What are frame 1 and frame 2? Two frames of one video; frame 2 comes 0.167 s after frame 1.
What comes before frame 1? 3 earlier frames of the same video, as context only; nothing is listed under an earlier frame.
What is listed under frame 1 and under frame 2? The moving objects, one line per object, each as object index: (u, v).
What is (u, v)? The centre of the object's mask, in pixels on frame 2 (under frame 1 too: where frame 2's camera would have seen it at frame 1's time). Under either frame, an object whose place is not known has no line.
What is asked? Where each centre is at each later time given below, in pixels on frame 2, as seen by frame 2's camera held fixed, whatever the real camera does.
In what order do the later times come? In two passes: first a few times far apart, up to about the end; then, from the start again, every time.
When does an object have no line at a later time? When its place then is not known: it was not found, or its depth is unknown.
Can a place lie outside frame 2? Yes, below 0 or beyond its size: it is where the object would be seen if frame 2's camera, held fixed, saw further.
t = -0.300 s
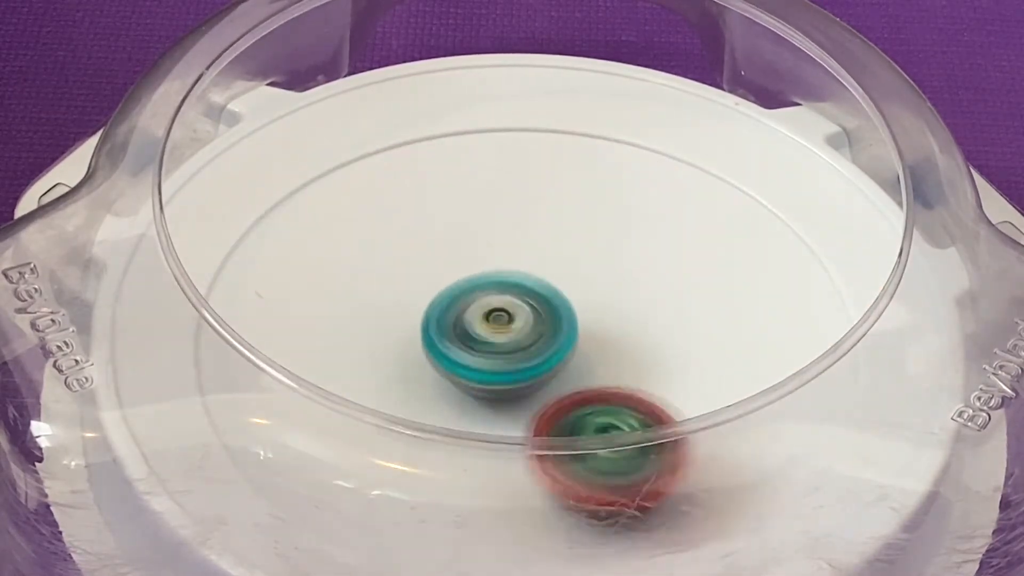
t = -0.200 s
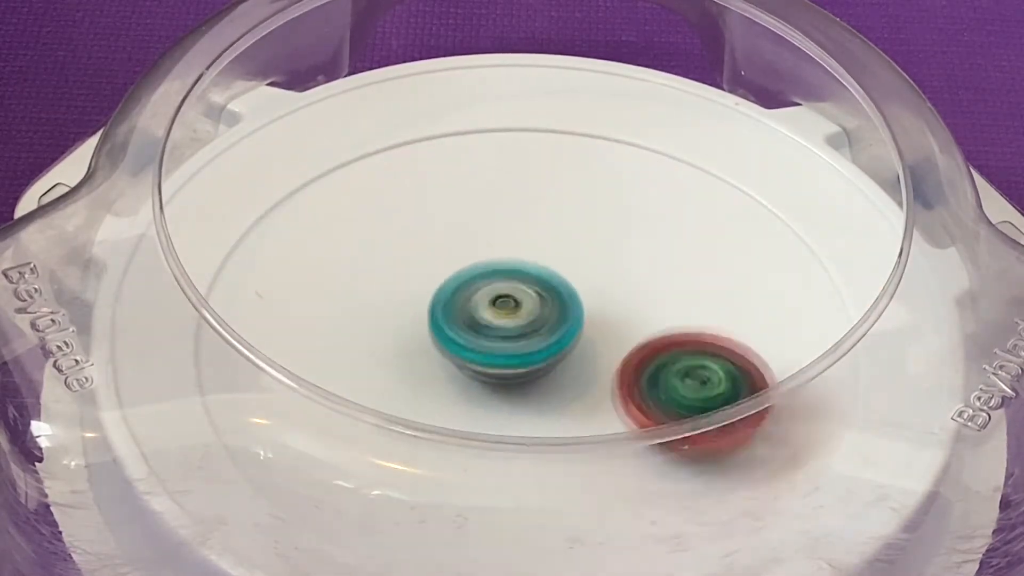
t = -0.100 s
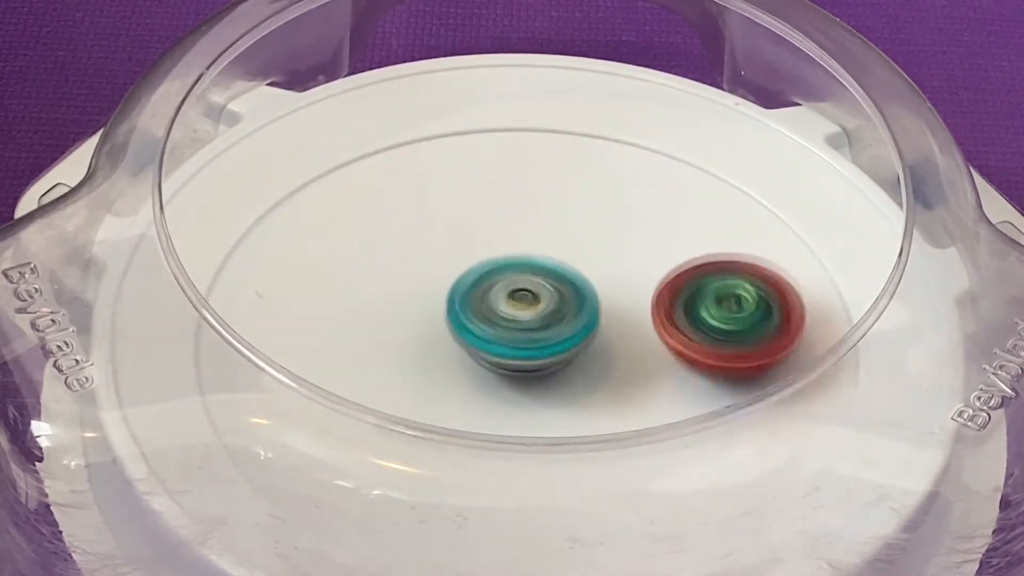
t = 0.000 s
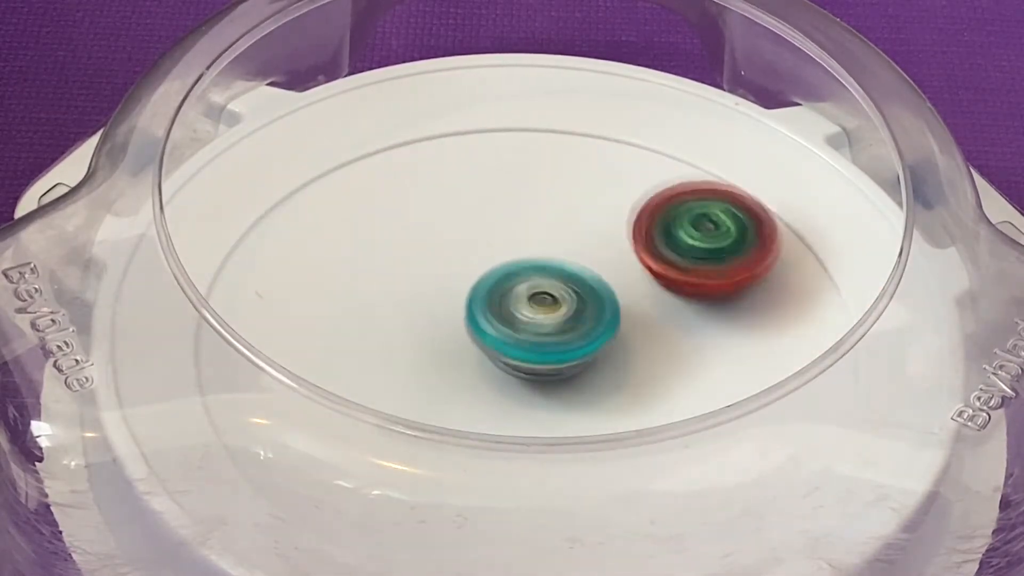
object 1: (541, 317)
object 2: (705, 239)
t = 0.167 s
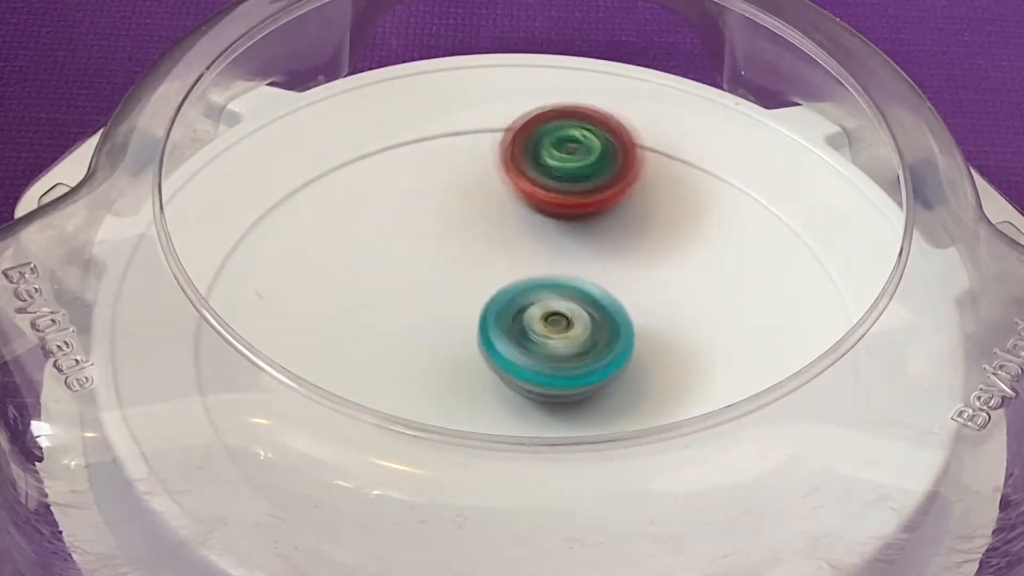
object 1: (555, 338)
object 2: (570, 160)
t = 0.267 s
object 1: (546, 349)
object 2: (466, 160)
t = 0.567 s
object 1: (504, 338)
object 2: (341, 343)
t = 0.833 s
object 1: (530, 322)
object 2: (585, 468)
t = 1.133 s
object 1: (535, 343)
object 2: (758, 297)
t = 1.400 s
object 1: (508, 336)
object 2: (544, 192)
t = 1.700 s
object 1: (528, 324)
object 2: (320, 315)
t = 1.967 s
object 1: (535, 341)
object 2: (459, 473)
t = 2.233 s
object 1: (516, 335)
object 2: (694, 375)
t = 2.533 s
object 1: (529, 329)
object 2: (602, 201)
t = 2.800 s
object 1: (523, 340)
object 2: (368, 211)
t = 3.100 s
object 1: (525, 331)
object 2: (383, 403)
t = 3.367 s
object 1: (525, 337)
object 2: (647, 428)
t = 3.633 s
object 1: (529, 331)
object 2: (725, 270)
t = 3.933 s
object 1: (526, 334)
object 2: (491, 196)
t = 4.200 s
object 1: (526, 336)
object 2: (343, 325)
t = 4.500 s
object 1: (526, 336)
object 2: (518, 463)
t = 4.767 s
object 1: (527, 336)
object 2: (702, 361)
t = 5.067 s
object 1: (529, 334)
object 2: (582, 210)
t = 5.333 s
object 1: (528, 332)
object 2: (370, 236)
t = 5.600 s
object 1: (525, 334)
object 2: (377, 387)
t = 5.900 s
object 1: (525, 335)
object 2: (635, 419)
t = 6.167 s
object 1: (528, 335)
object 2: (703, 278)
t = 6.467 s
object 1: (527, 334)
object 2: (497, 207)
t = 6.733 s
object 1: (526, 334)
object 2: (359, 318)
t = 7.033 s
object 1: (527, 332)
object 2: (507, 454)
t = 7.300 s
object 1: (528, 334)
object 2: (682, 367)
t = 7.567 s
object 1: (527, 334)
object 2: (619, 236)
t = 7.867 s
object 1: (526, 335)
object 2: (403, 237)
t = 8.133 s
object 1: (528, 334)
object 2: (385, 365)
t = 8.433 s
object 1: (529, 327)
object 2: (597, 436)
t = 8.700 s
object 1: (521, 326)
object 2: (693, 326)
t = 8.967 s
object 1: (488, 335)
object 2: (623, 205)
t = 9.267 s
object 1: (504, 358)
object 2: (440, 238)
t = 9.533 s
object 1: (544, 376)
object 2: (353, 317)
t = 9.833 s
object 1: (603, 362)
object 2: (434, 364)
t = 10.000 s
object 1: (630, 351)
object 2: (423, 325)
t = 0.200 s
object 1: (553, 342)
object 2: (536, 156)
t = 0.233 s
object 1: (550, 346)
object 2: (502, 156)
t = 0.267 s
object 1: (546, 349)
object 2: (466, 160)
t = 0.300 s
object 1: (540, 351)
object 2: (435, 169)
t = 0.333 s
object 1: (534, 352)
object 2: (404, 182)
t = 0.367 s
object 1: (528, 352)
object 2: (378, 200)
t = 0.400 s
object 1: (522, 352)
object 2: (356, 220)
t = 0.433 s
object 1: (517, 351)
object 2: (339, 243)
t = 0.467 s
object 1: (512, 348)
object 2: (329, 269)
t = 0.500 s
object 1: (508, 345)
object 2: (325, 295)
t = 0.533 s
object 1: (506, 342)
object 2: (328, 322)
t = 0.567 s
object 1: (504, 338)
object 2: (341, 343)
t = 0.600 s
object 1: (504, 334)
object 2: (361, 361)
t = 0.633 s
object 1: (506, 331)
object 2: (375, 394)
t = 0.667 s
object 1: (508, 327)
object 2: (402, 417)
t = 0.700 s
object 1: (511, 325)
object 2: (432, 442)
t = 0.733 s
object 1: (515, 323)
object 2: (470, 452)
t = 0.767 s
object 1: (520, 322)
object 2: (505, 462)
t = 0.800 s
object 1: (525, 321)
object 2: (546, 467)
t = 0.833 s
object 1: (530, 322)
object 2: (585, 468)
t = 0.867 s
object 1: (534, 322)
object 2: (625, 463)
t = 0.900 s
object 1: (538, 325)
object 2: (659, 450)
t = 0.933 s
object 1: (542, 327)
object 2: (692, 435)
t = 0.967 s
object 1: (544, 330)
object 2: (716, 412)
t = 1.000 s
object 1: (544, 333)
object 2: (738, 391)
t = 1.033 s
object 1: (544, 336)
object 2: (749, 366)
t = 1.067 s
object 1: (542, 339)
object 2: (755, 339)
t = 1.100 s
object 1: (539, 341)
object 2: (762, 321)
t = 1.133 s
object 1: (535, 343)
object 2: (758, 297)
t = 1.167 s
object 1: (531, 344)
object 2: (746, 274)
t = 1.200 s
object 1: (527, 345)
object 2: (729, 253)
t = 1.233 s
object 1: (523, 345)
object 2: (704, 235)
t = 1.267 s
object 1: (518, 344)
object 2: (677, 219)
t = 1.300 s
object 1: (514, 343)
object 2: (646, 207)
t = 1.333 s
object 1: (511, 341)
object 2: (613, 199)
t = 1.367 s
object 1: (509, 339)
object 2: (578, 194)
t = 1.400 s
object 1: (508, 336)
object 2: (544, 192)
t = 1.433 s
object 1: (508, 334)
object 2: (508, 194)
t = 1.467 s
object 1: (508, 331)
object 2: (474, 199)
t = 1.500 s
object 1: (509, 328)
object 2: (441, 207)
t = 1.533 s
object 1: (511, 326)
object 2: (412, 219)
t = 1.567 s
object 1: (514, 325)
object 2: (384, 234)
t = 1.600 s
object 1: (518, 324)
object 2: (361, 251)
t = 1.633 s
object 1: (521, 324)
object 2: (342, 270)
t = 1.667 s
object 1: (525, 323)
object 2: (328, 291)
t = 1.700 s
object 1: (528, 324)
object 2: (320, 315)
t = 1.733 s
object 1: (532, 325)
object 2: (322, 332)
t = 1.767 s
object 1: (535, 328)
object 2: (324, 359)
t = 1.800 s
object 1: (537, 330)
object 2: (333, 381)
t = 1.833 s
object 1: (538, 332)
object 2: (350, 401)
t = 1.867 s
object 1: (538, 334)
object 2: (368, 430)
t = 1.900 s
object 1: (538, 337)
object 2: (394, 447)
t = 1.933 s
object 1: (537, 339)
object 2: (426, 462)
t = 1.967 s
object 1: (535, 341)
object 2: (459, 473)
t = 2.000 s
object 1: (533, 342)
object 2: (498, 490)
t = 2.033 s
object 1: (530, 343)
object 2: (535, 480)
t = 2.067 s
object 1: (526, 343)
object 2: (572, 472)
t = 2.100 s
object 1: (524, 342)
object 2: (609, 466)
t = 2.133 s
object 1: (521, 341)
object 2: (639, 450)
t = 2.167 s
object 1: (518, 339)
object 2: (664, 428)
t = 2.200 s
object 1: (517, 337)
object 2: (684, 408)
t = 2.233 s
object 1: (516, 335)
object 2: (694, 375)
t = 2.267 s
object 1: (515, 333)
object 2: (707, 359)
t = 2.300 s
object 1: (516, 331)
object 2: (715, 342)
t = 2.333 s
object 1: (517, 329)
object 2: (714, 318)
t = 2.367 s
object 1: (518, 328)
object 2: (706, 294)
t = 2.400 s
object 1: (520, 327)
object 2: (694, 271)
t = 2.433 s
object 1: (523, 327)
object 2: (676, 250)
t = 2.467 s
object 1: (525, 327)
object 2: (655, 230)
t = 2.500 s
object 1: (528, 328)
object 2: (630, 214)
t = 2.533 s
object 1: (529, 329)
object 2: (602, 201)
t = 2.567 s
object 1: (531, 330)
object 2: (575, 191)
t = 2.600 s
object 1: (531, 332)
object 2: (543, 184)
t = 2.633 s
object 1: (531, 334)
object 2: (512, 178)
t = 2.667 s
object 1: (530, 336)
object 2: (481, 178)
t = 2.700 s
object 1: (529, 338)
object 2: (449, 181)
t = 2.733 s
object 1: (527, 339)
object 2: (421, 188)
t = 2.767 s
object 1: (525, 340)
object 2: (392, 198)
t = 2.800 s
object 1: (523, 340)
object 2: (368, 211)
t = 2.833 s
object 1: (522, 339)
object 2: (347, 228)
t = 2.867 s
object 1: (520, 338)
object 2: (331, 247)
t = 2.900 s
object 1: (520, 337)
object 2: (322, 269)
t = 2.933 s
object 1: (519, 336)
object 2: (317, 292)
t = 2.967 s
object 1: (519, 335)
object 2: (318, 315)
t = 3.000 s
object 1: (520, 333)
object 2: (330, 334)
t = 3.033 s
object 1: (521, 332)
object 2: (345, 351)
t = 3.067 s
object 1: (523, 331)
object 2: (359, 379)
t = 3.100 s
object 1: (525, 331)
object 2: (383, 403)
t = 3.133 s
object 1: (527, 331)
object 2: (409, 419)
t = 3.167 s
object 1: (529, 331)
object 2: (441, 429)
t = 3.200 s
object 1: (531, 331)
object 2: (474, 450)
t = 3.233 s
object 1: (531, 331)
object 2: (513, 455)
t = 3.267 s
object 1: (530, 332)
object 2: (548, 455)
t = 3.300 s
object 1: (529, 334)
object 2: (582, 449)
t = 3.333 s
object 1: (527, 336)
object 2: (613, 434)
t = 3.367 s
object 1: (525, 337)
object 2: (647, 428)
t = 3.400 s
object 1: (524, 336)
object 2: (672, 413)
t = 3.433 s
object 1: (524, 334)
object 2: (695, 394)
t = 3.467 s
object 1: (524, 333)
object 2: (709, 366)
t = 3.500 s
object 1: (525, 332)
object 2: (723, 353)
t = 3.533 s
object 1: (526, 331)
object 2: (736, 336)
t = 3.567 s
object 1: (527, 331)
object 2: (739, 314)
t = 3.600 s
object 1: (528, 331)
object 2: (735, 292)
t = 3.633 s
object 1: (529, 331)
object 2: (725, 270)
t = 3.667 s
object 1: (530, 332)
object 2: (712, 251)
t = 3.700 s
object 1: (530, 333)
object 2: (692, 234)
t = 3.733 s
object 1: (529, 335)
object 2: (668, 218)
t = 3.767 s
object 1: (527, 336)
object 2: (645, 208)
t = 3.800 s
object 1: (526, 336)
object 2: (614, 199)
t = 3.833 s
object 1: (525, 336)
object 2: (584, 193)
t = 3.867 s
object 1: (524, 335)
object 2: (555, 192)
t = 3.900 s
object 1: (525, 334)
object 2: (521, 193)
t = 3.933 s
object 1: (526, 334)
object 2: (491, 196)
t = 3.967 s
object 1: (527, 333)
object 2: (463, 205)
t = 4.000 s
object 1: (528, 333)
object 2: (434, 215)
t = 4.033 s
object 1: (529, 334)
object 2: (410, 227)
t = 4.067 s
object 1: (529, 335)
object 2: (389, 244)
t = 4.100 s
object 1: (529, 336)
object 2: (370, 262)
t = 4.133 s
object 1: (528, 336)
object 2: (356, 281)
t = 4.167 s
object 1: (527, 336)
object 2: (348, 302)
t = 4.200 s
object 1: (526, 336)
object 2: (343, 325)
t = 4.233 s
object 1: (525, 335)
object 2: (346, 341)
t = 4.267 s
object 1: (526, 334)
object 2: (358, 357)
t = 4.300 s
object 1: (527, 334)
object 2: (365, 384)
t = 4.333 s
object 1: (528, 334)
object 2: (380, 406)
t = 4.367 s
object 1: (529, 334)
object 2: (400, 418)
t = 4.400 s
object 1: (529, 335)
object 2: (426, 440)
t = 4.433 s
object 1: (528, 335)
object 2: (453, 452)
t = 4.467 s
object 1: (527, 335)
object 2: (486, 459)
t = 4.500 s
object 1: (526, 336)
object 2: (518, 463)
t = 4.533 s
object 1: (525, 335)
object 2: (552, 464)
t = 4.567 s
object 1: (525, 334)
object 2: (583, 460)
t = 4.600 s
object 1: (526, 333)
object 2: (613, 453)
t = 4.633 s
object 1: (527, 333)
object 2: (642, 440)
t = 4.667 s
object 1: (528, 333)
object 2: (663, 426)
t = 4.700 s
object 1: (529, 334)
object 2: (681, 403)
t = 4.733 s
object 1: (528, 335)
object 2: (689, 375)
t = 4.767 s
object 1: (527, 336)
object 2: (702, 361)
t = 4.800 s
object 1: (526, 336)
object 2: (708, 346)
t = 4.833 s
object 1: (525, 335)
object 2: (708, 324)
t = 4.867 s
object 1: (524, 334)
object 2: (703, 303)
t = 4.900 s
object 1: (525, 333)
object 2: (690, 283)
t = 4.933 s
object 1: (526, 332)
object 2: (674, 264)
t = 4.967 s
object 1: (527, 332)
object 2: (655, 246)
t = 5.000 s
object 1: (528, 332)
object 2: (634, 233)
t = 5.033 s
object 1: (529, 333)
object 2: (607, 220)
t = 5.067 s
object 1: (529, 334)
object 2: (582, 210)
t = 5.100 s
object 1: (528, 336)
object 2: (554, 203)
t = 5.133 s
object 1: (527, 336)
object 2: (526, 199)
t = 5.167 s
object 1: (525, 336)
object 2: (496, 197)
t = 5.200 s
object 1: (524, 335)
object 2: (467, 198)
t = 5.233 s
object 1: (524, 334)
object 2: (440, 204)
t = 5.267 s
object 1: (525, 333)
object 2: (415, 212)
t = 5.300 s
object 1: (526, 332)
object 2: (389, 223)
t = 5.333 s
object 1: (528, 332)
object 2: (370, 236)
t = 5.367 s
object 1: (529, 333)
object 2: (354, 252)
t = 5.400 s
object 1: (529, 334)
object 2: (342, 270)
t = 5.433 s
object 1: (529, 335)
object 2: (334, 289)
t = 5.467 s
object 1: (528, 335)
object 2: (332, 310)
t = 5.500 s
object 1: (527, 336)
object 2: (335, 329)
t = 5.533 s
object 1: (526, 335)
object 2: (347, 345)
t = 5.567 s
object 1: (525, 335)
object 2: (363, 360)
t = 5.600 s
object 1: (525, 334)
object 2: (377, 387)
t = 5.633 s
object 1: (526, 333)
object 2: (398, 401)
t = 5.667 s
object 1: (528, 332)
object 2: (424, 417)
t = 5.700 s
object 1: (530, 331)
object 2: (452, 429)
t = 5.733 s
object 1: (530, 330)
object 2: (483, 433)
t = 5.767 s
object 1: (530, 329)
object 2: (515, 443)
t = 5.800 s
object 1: (528, 330)
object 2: (548, 443)
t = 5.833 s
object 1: (527, 332)
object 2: (581, 440)
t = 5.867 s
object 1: (526, 334)
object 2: (608, 433)
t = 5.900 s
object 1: (525, 335)
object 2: (635, 419)
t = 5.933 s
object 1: (525, 335)
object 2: (658, 404)
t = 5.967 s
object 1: (525, 334)
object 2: (675, 378)
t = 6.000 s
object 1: (526, 334)
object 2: (691, 367)
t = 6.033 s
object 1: (527, 333)
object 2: (704, 353)
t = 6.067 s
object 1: (528, 333)
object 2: (714, 336)
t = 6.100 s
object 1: (528, 333)
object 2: (715, 316)
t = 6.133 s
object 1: (528, 334)
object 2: (712, 296)
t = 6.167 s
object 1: (528, 335)
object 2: (703, 278)
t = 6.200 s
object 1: (527, 335)
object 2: (690, 260)
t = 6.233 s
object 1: (526, 335)
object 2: (673, 244)
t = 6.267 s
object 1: (525, 335)
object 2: (654, 231)
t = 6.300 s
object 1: (525, 335)
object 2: (631, 220)
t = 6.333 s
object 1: (525, 334)
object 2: (605, 211)
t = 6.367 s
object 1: (526, 334)
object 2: (579, 206)
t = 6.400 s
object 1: (526, 333)
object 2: (551, 203)
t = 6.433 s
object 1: (527, 334)
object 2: (524, 204)
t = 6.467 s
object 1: (527, 334)
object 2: (497, 207)
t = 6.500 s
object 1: (528, 334)
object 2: (468, 213)
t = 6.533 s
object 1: (528, 335)
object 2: (444, 222)
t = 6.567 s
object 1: (527, 335)
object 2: (422, 233)
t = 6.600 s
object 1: (527, 336)
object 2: (402, 247)
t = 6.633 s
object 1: (526, 335)
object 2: (385, 263)
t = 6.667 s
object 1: (526, 335)
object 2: (372, 280)
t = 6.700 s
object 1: (526, 334)
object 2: (363, 298)
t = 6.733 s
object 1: (526, 334)
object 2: (359, 318)
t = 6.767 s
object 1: (526, 334)
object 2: (359, 337)
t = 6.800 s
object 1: (527, 333)
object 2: (367, 352)
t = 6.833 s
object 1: (527, 334)
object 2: (379, 366)
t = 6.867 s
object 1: (528, 334)
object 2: (388, 391)
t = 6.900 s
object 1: (528, 334)
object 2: (406, 406)
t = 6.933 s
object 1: (529, 334)
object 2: (427, 422)
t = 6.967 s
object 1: (528, 333)
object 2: (451, 432)
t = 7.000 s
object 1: (528, 332)
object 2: (480, 451)
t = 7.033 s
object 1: (527, 332)
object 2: (507, 454)
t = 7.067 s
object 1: (526, 332)
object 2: (535, 451)
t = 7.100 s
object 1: (526, 332)
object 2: (565, 455)
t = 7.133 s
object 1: (526, 333)
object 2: (592, 438)
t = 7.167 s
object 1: (526, 333)
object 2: (618, 433)
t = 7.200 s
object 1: (527, 334)
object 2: (641, 419)
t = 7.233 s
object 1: (527, 334)
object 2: (658, 402)
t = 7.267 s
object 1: (528, 334)
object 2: (667, 379)
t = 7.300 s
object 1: (528, 334)
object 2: (682, 367)
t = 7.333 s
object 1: (527, 334)
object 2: (691, 353)
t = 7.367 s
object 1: (527, 335)
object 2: (692, 334)
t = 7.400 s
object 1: (526, 335)
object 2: (691, 315)
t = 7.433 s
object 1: (526, 335)
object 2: (684, 297)
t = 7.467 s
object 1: (526, 334)
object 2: (672, 279)
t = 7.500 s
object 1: (525, 334)
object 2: (657, 263)
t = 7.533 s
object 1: (526, 334)
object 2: (640, 249)
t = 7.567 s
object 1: (527, 334)
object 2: (619, 236)
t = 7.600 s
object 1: (527, 334)
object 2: (597, 225)
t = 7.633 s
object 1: (527, 334)
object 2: (573, 218)
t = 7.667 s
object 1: (527, 335)
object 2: (547, 212)
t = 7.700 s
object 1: (527, 335)
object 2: (520, 209)
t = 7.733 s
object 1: (527, 335)
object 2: (494, 209)
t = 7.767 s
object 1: (527, 335)
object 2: (468, 211)
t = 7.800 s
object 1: (527, 335)
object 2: (444, 217)
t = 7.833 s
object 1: (526, 335)
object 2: (422, 226)
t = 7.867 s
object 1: (526, 335)
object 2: (403, 237)
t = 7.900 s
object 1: (526, 334)
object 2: (385, 249)
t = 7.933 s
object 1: (526, 334)
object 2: (371, 265)
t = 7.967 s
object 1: (527, 334)
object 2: (361, 281)
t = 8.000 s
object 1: (527, 334)
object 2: (356, 298)
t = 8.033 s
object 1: (528, 334)
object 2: (355, 318)
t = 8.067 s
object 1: (528, 334)
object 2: (359, 337)
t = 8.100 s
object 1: (528, 334)
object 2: (369, 351)
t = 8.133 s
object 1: (528, 334)
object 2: (385, 365)
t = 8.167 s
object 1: (528, 334)
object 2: (403, 376)
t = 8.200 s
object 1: (529, 333)
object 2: (417, 399)
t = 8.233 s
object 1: (530, 331)
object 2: (439, 411)
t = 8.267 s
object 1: (529, 329)
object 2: (466, 421)
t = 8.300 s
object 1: (530, 326)
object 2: (491, 431)
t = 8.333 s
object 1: (531, 325)
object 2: (517, 439)
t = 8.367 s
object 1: (532, 325)
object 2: (544, 439)
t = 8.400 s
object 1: (530, 327)
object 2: (572, 438)
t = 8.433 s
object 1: (529, 327)
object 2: (597, 436)
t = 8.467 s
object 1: (527, 328)
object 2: (621, 431)
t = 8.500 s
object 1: (526, 328)
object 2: (642, 420)
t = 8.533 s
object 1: (524, 328)
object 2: (659, 406)
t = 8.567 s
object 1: (522, 328)
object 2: (669, 381)
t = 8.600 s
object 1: (521, 328)
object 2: (683, 370)
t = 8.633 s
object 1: (520, 327)
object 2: (692, 359)
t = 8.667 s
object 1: (520, 327)
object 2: (695, 344)
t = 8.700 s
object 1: (521, 326)
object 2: (693, 326)
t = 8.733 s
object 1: (522, 326)
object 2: (687, 308)
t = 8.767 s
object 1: (523, 325)
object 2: (676, 293)
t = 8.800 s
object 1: (515, 326)
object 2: (674, 276)
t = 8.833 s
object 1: (502, 329)
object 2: (674, 259)
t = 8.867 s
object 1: (494, 331)
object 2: (666, 244)
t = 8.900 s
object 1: (489, 332)
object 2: (655, 229)
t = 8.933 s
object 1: (487, 333)
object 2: (641, 216)
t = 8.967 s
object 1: (488, 335)
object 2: (623, 205)
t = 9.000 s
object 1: (489, 337)
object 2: (603, 198)
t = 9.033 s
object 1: (490, 339)
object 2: (581, 194)
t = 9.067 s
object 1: (492, 340)
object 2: (558, 194)
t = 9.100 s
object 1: (495, 343)
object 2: (535, 196)
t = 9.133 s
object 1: (497, 344)
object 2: (513, 202)
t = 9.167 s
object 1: (498, 345)
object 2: (492, 212)
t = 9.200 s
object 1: (500, 347)
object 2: (473, 223)
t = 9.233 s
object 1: (503, 348)
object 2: (456, 235)
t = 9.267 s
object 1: (504, 358)
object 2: (440, 238)
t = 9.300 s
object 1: (505, 366)
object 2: (425, 242)
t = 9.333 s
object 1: (506, 370)
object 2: (410, 252)
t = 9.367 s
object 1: (507, 370)
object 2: (398, 264)
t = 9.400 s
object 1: (506, 371)
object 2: (390, 278)
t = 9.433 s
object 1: (509, 369)
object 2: (385, 293)
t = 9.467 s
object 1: (523, 374)
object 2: (373, 300)
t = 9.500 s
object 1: (535, 377)
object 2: (361, 307)
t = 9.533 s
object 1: (544, 376)
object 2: (353, 317)
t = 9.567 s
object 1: (550, 377)
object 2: (350, 329)
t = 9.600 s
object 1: (552, 377)
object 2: (357, 340)
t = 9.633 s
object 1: (555, 375)
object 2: (369, 350)
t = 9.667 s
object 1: (556, 374)
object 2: (388, 359)
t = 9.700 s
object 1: (562, 371)
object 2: (405, 365)
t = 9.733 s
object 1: (577, 368)
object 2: (411, 367)
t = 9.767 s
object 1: (585, 367)
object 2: (417, 367)
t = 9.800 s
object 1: (590, 364)
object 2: (428, 367)
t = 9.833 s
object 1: (603, 362)
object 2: (434, 364)
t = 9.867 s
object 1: (617, 360)
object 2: (429, 358)
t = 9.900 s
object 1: (628, 357)
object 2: (426, 349)
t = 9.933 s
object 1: (631, 356)
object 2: (426, 341)
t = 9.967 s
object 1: (631, 354)
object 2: (425, 333)
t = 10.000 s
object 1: (630, 351)
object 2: (423, 325)
